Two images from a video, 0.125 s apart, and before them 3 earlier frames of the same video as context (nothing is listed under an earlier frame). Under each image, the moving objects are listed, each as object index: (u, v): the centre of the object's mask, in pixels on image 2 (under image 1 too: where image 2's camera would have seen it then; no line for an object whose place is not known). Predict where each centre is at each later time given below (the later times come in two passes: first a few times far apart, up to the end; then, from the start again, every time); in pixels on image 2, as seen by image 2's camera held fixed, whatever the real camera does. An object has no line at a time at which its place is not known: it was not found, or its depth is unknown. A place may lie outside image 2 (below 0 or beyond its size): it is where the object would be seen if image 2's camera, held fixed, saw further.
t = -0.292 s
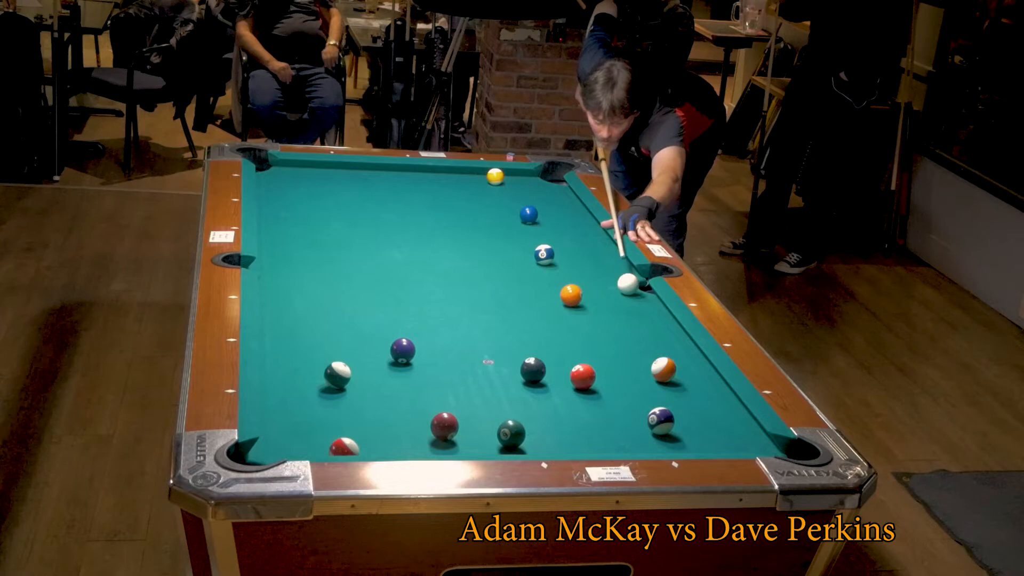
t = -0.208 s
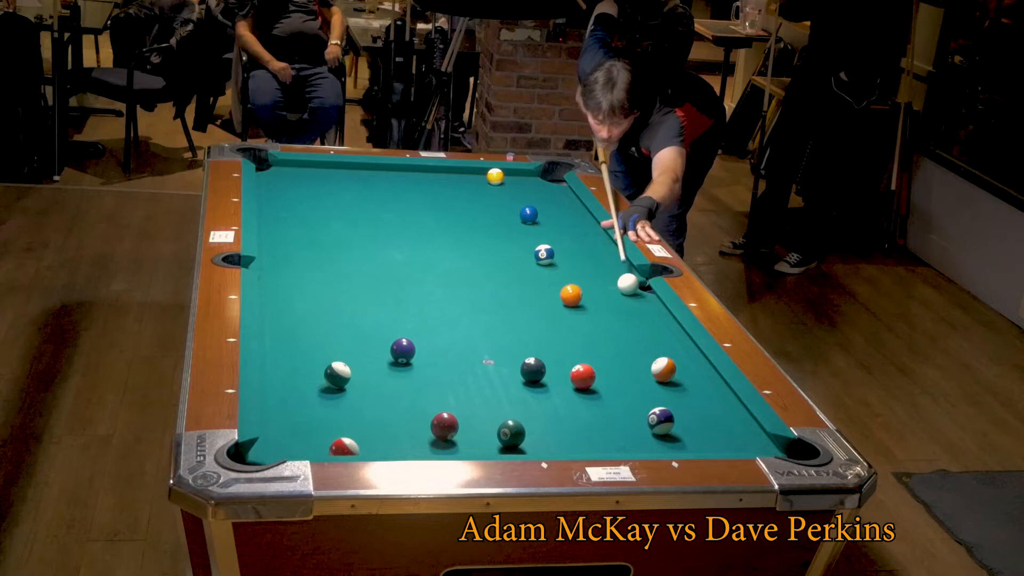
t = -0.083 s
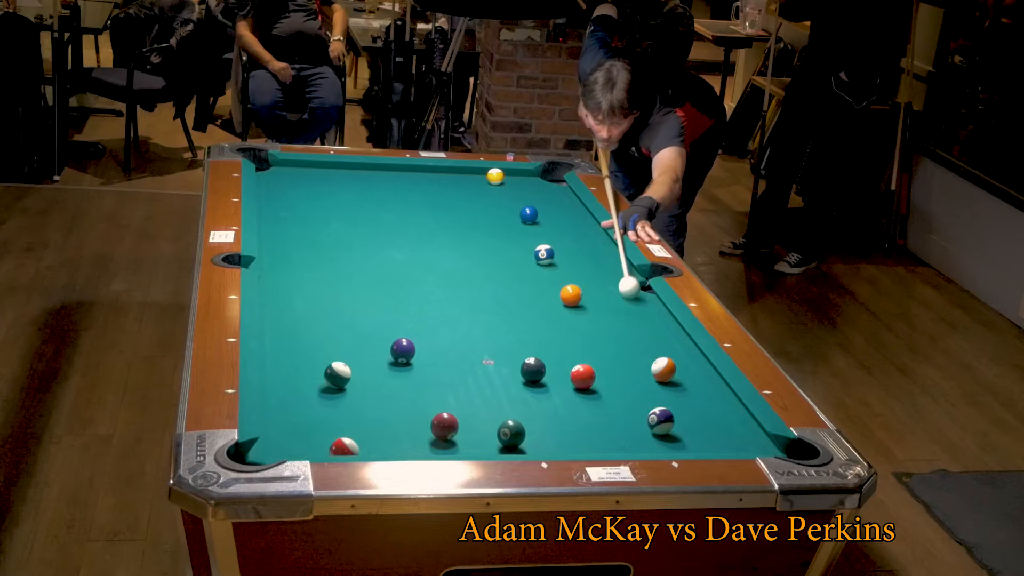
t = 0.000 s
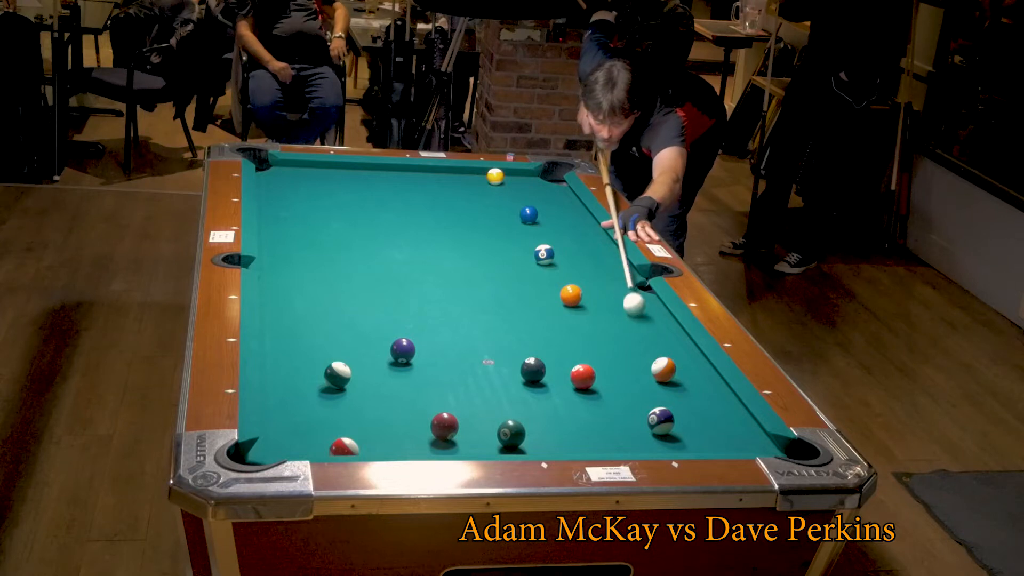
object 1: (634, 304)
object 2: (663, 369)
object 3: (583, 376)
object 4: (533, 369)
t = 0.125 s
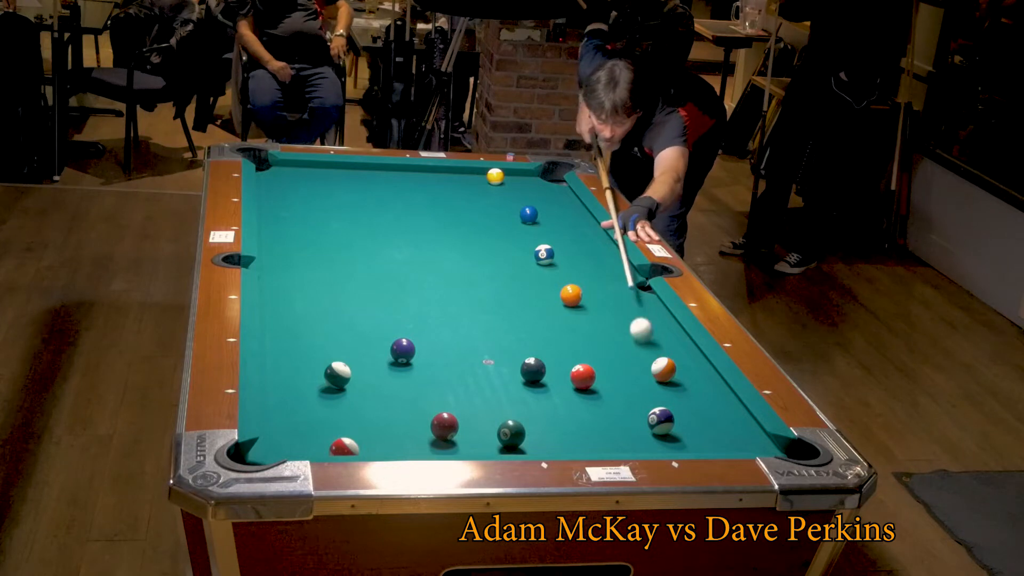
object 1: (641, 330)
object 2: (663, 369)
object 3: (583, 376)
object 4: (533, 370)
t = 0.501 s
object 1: (610, 377)
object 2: (719, 411)
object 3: (583, 376)
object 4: (533, 369)
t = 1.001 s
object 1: (597, 424)
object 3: (549, 380)
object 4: (519, 367)
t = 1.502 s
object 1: (573, 440)
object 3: (536, 385)
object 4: (500, 363)
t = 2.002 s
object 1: (543, 420)
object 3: (528, 388)
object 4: (490, 361)
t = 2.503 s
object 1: (520, 403)
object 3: (528, 385)
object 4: (490, 360)
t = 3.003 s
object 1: (501, 391)
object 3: (527, 388)
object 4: (490, 360)
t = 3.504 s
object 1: (487, 383)
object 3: (527, 388)
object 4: (490, 360)
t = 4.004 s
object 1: (478, 379)
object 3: (527, 388)
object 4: (490, 360)
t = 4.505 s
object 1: (479, 378)
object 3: (527, 388)
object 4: (491, 359)
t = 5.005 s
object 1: (479, 378)
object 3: (527, 388)
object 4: (491, 359)
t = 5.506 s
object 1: (479, 378)
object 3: (527, 388)
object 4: (491, 359)
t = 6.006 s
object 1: (479, 378)
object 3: (527, 388)
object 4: (491, 359)
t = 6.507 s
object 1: (479, 378)
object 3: (527, 388)
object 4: (491, 359)
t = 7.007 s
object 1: (479, 378)
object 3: (527, 388)
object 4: (491, 359)
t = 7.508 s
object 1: (479, 378)
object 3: (527, 388)
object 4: (491, 359)
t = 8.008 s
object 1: (479, 378)
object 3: (527, 388)
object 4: (491, 359)
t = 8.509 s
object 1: (479, 378)
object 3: (527, 388)
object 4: (491, 359)
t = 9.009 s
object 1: (479, 378)
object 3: (527, 388)
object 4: (491, 359)
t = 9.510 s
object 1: (479, 378)
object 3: (527, 388)
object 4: (491, 359)
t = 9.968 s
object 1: (479, 378)
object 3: (527, 388)
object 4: (491, 359)
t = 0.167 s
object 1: (644, 339)
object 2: (663, 369)
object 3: (583, 376)
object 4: (533, 369)
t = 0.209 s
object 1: (646, 349)
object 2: (663, 369)
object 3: (583, 376)
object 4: (533, 370)
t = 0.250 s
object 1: (647, 357)
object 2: (664, 369)
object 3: (583, 376)
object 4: (533, 370)
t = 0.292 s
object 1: (641, 361)
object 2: (673, 377)
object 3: (583, 376)
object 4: (533, 370)
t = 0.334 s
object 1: (634, 363)
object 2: (684, 385)
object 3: (583, 376)
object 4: (533, 370)
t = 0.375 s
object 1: (628, 366)
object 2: (693, 392)
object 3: (583, 376)
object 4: (533, 370)
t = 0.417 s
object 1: (622, 370)
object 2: (702, 399)
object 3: (583, 376)
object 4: (533, 369)
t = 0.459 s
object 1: (616, 373)
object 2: (710, 405)
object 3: (583, 376)
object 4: (533, 369)
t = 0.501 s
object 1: (610, 377)
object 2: (719, 411)
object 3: (583, 376)
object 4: (533, 369)
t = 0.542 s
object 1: (609, 381)
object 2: (727, 418)
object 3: (578, 376)
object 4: (533, 369)
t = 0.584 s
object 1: (608, 385)
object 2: (736, 424)
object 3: (573, 376)
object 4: (533, 369)
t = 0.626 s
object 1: (607, 389)
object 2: (746, 432)
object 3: (568, 376)
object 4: (533, 369)
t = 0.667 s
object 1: (606, 392)
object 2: (755, 438)
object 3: (563, 376)
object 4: (533, 369)
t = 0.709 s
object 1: (605, 396)
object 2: (764, 443)
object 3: (559, 376)
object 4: (533, 370)
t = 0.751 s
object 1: (604, 400)
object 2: (773, 448)
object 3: (557, 376)
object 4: (531, 369)
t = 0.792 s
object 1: (603, 404)
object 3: (555, 377)
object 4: (529, 369)
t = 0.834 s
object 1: (602, 408)
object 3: (554, 378)
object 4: (527, 368)
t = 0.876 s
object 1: (601, 412)
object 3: (553, 378)
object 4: (525, 368)
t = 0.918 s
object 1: (600, 416)
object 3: (551, 379)
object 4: (522, 368)
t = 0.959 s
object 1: (599, 420)
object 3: (550, 379)
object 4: (520, 367)
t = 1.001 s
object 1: (597, 424)
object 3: (549, 380)
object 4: (519, 367)
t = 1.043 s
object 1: (596, 429)
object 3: (548, 380)
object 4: (517, 367)
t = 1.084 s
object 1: (595, 432)
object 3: (547, 381)
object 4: (515, 366)
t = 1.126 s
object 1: (594, 436)
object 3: (546, 382)
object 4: (513, 366)
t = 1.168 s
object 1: (593, 440)
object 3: (544, 382)
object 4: (512, 365)
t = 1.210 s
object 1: (592, 442)
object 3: (543, 383)
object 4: (510, 365)
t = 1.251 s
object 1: (591, 444)
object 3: (542, 383)
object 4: (509, 365)
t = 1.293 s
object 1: (589, 445)
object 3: (541, 383)
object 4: (507, 365)
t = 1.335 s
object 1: (586, 445)
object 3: (540, 384)
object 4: (506, 364)
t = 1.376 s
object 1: (582, 444)
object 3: (539, 384)
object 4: (504, 364)
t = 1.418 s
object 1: (580, 443)
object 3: (538, 384)
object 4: (503, 363)
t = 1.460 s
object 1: (576, 441)
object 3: (537, 385)
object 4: (502, 363)
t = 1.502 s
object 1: (573, 440)
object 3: (536, 385)
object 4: (500, 363)
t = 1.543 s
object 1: (570, 439)
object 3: (535, 385)
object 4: (499, 363)
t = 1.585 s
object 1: (568, 437)
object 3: (534, 385)
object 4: (498, 363)
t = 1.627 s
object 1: (565, 435)
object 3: (533, 386)
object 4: (497, 362)
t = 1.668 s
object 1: (562, 433)
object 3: (532, 386)
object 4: (496, 362)
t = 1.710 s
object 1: (560, 432)
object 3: (532, 386)
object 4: (495, 362)
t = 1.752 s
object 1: (557, 430)
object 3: (531, 386)
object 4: (494, 362)
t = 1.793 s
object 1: (555, 428)
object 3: (530, 387)
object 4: (493, 361)
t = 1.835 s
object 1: (552, 426)
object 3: (530, 387)
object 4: (492, 361)
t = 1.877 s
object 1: (550, 425)
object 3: (529, 387)
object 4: (492, 361)
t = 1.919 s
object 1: (547, 423)
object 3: (529, 387)
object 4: (491, 361)
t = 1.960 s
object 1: (545, 421)
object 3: (528, 388)
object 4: (490, 361)
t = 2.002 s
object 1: (543, 420)
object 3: (528, 388)
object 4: (490, 361)
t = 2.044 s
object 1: (541, 418)
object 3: (528, 388)
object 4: (489, 361)
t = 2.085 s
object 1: (538, 417)
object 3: (527, 388)
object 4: (489, 360)
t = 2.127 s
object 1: (536, 415)
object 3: (527, 388)
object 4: (489, 360)
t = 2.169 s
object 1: (534, 414)
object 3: (527, 388)
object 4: (489, 360)
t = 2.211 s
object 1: (532, 412)
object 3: (527, 388)
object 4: (489, 360)
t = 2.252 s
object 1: (530, 411)
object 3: (526, 387)
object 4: (489, 360)
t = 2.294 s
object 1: (528, 409)
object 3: (527, 387)
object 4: (489, 360)
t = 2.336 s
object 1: (526, 408)
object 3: (527, 386)
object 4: (489, 360)
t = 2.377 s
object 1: (525, 407)
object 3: (527, 386)
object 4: (489, 360)
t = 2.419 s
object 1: (523, 405)
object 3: (527, 385)
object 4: (489, 360)
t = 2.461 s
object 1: (521, 404)
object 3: (528, 385)
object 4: (489, 360)
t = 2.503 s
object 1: (520, 403)
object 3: (528, 385)
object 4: (490, 360)
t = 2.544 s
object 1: (518, 402)
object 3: (529, 385)
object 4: (490, 360)
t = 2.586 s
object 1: (516, 401)
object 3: (529, 386)
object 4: (490, 360)
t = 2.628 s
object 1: (515, 400)
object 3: (529, 386)
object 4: (490, 360)
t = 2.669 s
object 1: (513, 399)
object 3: (529, 387)
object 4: (490, 360)
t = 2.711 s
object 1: (512, 398)
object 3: (529, 387)
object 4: (490, 360)
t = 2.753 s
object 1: (510, 397)
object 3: (529, 387)
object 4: (490, 360)
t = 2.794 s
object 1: (509, 396)
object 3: (529, 387)
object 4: (490, 360)
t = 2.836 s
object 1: (507, 395)
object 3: (528, 388)
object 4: (490, 360)
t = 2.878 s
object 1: (506, 394)
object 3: (528, 388)
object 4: (490, 360)
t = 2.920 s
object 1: (505, 393)
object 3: (528, 388)
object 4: (490, 360)
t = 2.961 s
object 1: (503, 392)
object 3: (527, 388)
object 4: (490, 360)
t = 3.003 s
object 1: (501, 391)
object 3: (527, 388)
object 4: (490, 360)
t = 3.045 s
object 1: (500, 391)
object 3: (527, 388)
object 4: (490, 360)
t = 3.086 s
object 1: (499, 390)
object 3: (527, 388)
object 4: (490, 360)
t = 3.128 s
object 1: (497, 389)
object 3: (527, 388)
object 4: (490, 360)
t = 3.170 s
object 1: (496, 388)
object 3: (527, 388)
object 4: (490, 360)
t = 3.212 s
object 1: (495, 387)
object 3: (527, 388)
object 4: (490, 360)
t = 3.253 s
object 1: (494, 387)
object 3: (527, 388)
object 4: (490, 360)
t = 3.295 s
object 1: (493, 386)
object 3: (527, 388)
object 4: (490, 360)
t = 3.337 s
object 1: (491, 385)
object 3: (527, 388)
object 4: (490, 360)
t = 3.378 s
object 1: (490, 385)
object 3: (527, 388)
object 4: (490, 360)
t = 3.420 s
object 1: (489, 384)
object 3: (527, 388)
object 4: (490, 360)
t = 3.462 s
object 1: (488, 384)
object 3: (527, 388)
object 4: (490, 360)
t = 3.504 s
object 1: (487, 383)
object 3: (527, 388)
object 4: (490, 360)
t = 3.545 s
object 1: (486, 383)
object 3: (527, 388)
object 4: (490, 360)
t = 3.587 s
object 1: (485, 382)
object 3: (527, 388)
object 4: (490, 359)
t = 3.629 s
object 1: (484, 382)
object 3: (527, 388)
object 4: (490, 359)
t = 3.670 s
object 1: (483, 381)
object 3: (527, 388)
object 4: (490, 359)
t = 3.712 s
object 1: (482, 381)
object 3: (527, 388)
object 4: (490, 359)
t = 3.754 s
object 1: (481, 380)
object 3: (527, 388)
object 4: (490, 359)
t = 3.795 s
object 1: (480, 380)
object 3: (527, 388)
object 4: (490, 359)
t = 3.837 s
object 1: (480, 380)
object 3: (527, 388)
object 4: (490, 359)
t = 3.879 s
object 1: (479, 379)
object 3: (527, 388)
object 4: (490, 360)
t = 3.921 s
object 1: (479, 379)
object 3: (527, 388)
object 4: (490, 359)
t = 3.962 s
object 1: (478, 379)
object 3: (527, 388)
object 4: (490, 359)
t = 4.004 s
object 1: (478, 379)
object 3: (527, 388)
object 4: (490, 360)
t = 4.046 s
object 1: (478, 379)
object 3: (527, 388)
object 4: (490, 359)
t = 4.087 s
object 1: (478, 379)
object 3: (527, 388)
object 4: (490, 359)
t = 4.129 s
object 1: (478, 379)
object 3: (527, 388)
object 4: (490, 359)
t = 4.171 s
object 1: (478, 379)
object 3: (527, 388)
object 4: (491, 359)
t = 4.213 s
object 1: (478, 378)
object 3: (527, 388)
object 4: (491, 359)
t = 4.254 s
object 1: (479, 378)
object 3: (527, 388)
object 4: (491, 359)
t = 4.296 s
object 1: (479, 378)
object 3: (527, 388)
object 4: (491, 359)
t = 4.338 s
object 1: (479, 378)
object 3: (527, 388)
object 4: (491, 359)
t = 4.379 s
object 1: (479, 378)
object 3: (527, 388)
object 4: (491, 359)
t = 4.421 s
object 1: (479, 378)
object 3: (527, 388)
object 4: (491, 359)
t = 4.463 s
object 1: (479, 378)
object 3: (527, 388)
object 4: (491, 359)
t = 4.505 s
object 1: (479, 378)
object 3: (527, 388)
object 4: (491, 359)
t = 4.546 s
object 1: (479, 378)
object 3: (527, 388)
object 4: (491, 359)
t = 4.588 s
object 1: (479, 378)
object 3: (527, 388)
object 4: (491, 359)
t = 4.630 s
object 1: (479, 378)
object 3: (527, 388)
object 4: (491, 359)
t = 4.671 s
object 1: (479, 378)
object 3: (527, 388)
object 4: (491, 359)
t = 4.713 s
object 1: (479, 378)
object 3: (527, 388)
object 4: (491, 359)
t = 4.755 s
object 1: (479, 378)
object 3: (527, 388)
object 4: (491, 359)
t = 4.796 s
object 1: (479, 378)
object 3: (527, 388)
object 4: (491, 359)
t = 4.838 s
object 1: (479, 378)
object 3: (527, 388)
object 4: (491, 359)
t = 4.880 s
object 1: (479, 378)
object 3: (527, 388)
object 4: (491, 359)
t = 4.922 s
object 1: (479, 378)
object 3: (527, 388)
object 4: (491, 359)
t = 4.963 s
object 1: (479, 378)
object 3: (527, 388)
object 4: (491, 359)
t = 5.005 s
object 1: (479, 378)
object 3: (527, 388)
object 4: (491, 359)
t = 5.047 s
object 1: (479, 378)
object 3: (527, 388)
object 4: (491, 359)
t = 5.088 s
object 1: (479, 378)
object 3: (527, 388)
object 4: (491, 359)
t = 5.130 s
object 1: (479, 378)
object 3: (527, 388)
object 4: (491, 359)
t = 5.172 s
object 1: (479, 378)
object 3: (527, 388)
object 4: (491, 359)
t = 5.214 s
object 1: (479, 378)
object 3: (527, 388)
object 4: (491, 359)
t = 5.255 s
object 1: (479, 378)
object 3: (527, 388)
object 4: (491, 359)
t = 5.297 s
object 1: (479, 378)
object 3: (527, 388)
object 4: (491, 359)
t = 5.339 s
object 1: (479, 378)
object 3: (527, 388)
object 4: (491, 359)
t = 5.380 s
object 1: (479, 378)
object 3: (527, 388)
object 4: (491, 359)
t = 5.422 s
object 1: (479, 378)
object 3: (527, 388)
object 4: (491, 359)
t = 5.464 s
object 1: (479, 378)
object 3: (527, 388)
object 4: (491, 359)
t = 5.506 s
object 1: (479, 378)
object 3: (527, 388)
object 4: (491, 359)
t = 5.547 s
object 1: (479, 378)
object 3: (527, 388)
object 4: (491, 359)
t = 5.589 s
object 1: (479, 378)
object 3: (527, 388)
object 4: (491, 359)
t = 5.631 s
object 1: (479, 378)
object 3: (527, 388)
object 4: (491, 359)
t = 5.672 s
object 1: (479, 378)
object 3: (527, 388)
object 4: (491, 359)
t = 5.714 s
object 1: (479, 378)
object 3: (527, 388)
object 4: (491, 359)
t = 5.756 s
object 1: (479, 378)
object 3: (527, 388)
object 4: (491, 359)
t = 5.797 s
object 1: (479, 378)
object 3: (527, 388)
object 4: (491, 359)
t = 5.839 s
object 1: (479, 378)
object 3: (527, 388)
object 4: (491, 359)
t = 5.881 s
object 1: (479, 378)
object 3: (527, 388)
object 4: (491, 359)
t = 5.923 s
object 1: (479, 378)
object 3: (527, 388)
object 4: (491, 359)
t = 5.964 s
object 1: (479, 378)
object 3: (527, 388)
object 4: (491, 359)
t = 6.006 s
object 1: (479, 378)
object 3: (527, 388)
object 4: (491, 359)
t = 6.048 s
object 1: (479, 378)
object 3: (527, 388)
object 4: (491, 359)
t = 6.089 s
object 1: (479, 378)
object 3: (527, 388)
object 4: (491, 359)
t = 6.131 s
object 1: (479, 378)
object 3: (527, 388)
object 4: (491, 359)
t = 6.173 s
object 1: (479, 378)
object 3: (527, 388)
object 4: (491, 359)
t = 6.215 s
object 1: (479, 378)
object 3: (527, 388)
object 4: (491, 359)
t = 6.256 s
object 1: (479, 378)
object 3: (527, 388)
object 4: (491, 359)
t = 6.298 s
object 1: (479, 378)
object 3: (527, 388)
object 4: (491, 359)
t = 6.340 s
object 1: (479, 378)
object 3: (527, 388)
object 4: (491, 359)
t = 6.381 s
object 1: (479, 378)
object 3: (527, 388)
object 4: (491, 359)
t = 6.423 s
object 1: (479, 378)
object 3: (527, 388)
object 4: (491, 359)
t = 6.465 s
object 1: (479, 378)
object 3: (527, 388)
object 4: (491, 359)
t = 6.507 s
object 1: (479, 378)
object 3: (527, 388)
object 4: (491, 359)
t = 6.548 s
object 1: (479, 378)
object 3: (527, 388)
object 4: (491, 359)
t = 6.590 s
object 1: (479, 378)
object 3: (527, 388)
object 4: (491, 359)
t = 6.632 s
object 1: (479, 378)
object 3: (527, 388)
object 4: (491, 359)
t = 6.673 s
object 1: (479, 378)
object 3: (527, 388)
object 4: (491, 359)
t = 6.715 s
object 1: (479, 378)
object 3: (527, 388)
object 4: (491, 359)
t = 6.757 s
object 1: (479, 378)
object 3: (527, 388)
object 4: (491, 359)
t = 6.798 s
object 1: (479, 378)
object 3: (527, 388)
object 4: (491, 359)
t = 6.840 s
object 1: (479, 378)
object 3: (527, 388)
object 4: (491, 359)
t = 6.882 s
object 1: (479, 378)
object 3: (527, 388)
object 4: (491, 359)
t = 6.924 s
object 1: (479, 378)
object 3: (527, 388)
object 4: (491, 359)
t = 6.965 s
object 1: (479, 378)
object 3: (527, 388)
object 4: (491, 359)
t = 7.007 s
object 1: (479, 378)
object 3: (527, 388)
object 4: (491, 359)
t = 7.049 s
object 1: (479, 378)
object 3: (527, 388)
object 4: (491, 359)
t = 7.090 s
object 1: (479, 378)
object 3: (527, 388)
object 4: (491, 359)
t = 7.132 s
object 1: (479, 378)
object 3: (527, 388)
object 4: (491, 359)
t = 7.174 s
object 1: (479, 378)
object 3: (527, 388)
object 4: (491, 359)
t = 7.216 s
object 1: (479, 378)
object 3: (527, 388)
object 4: (491, 359)
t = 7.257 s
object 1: (479, 378)
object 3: (527, 388)
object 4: (491, 359)
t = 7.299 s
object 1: (479, 378)
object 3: (527, 388)
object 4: (491, 359)
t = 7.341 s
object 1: (479, 378)
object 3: (527, 388)
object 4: (491, 359)
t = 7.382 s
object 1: (479, 378)
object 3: (527, 388)
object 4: (491, 359)
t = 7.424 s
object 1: (479, 378)
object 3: (527, 388)
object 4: (491, 359)
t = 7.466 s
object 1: (479, 378)
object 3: (527, 388)
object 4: (491, 359)
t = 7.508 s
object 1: (479, 378)
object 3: (527, 388)
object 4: (491, 359)
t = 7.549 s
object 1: (479, 378)
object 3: (527, 388)
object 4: (491, 359)
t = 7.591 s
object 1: (479, 378)
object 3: (527, 388)
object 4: (491, 359)
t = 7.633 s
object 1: (479, 378)
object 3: (527, 388)
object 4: (491, 359)
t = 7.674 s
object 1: (479, 378)
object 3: (527, 388)
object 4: (491, 359)
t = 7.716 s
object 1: (479, 378)
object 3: (527, 388)
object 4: (491, 359)
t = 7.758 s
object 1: (479, 378)
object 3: (527, 388)
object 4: (491, 359)
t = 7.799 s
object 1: (479, 378)
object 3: (527, 388)
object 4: (491, 359)
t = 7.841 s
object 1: (479, 378)
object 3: (527, 388)
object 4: (491, 359)
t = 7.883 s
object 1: (479, 378)
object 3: (527, 388)
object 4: (491, 359)
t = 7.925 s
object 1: (479, 378)
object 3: (527, 388)
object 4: (491, 359)
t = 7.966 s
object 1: (479, 378)
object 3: (527, 388)
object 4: (491, 359)
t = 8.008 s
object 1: (479, 378)
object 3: (527, 388)
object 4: (491, 359)
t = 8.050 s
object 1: (479, 378)
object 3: (527, 388)
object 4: (491, 359)
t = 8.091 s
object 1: (479, 378)
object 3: (527, 388)
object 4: (491, 359)
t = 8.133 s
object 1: (479, 378)
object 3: (527, 388)
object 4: (491, 359)
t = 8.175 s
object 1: (479, 378)
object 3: (527, 388)
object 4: (491, 359)
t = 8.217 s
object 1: (479, 378)
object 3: (527, 388)
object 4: (491, 359)
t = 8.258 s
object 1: (479, 378)
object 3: (527, 388)
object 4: (491, 359)
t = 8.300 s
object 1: (479, 378)
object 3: (527, 388)
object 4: (491, 359)
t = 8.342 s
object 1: (479, 378)
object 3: (527, 388)
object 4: (491, 359)
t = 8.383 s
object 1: (479, 378)
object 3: (527, 388)
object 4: (491, 359)
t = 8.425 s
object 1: (479, 378)
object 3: (527, 388)
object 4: (491, 359)
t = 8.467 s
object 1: (479, 378)
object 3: (527, 388)
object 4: (491, 359)
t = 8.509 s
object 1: (479, 378)
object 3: (527, 388)
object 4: (491, 359)
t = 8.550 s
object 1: (479, 378)
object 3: (527, 388)
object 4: (491, 359)
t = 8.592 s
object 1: (479, 378)
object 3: (527, 388)
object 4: (491, 359)
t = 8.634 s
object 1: (479, 378)
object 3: (527, 388)
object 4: (491, 359)
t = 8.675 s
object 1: (479, 378)
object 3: (527, 388)
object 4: (491, 359)
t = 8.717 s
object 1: (479, 378)
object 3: (527, 388)
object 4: (491, 359)
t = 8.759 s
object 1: (479, 378)
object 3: (527, 388)
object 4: (491, 359)
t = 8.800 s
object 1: (479, 378)
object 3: (527, 388)
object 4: (491, 359)
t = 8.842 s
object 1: (479, 378)
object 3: (527, 388)
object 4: (491, 359)
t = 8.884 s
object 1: (479, 378)
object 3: (527, 388)
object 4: (491, 359)
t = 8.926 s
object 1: (479, 378)
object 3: (527, 388)
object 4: (491, 359)
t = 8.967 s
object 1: (479, 378)
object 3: (527, 388)
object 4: (491, 359)
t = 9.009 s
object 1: (479, 378)
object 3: (527, 388)
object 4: (491, 359)
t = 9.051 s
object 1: (479, 378)
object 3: (527, 388)
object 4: (491, 359)
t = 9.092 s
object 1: (479, 378)
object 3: (527, 388)
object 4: (491, 359)
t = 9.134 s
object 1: (479, 378)
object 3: (527, 388)
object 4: (491, 359)
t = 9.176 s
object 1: (479, 378)
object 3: (527, 388)
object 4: (491, 359)
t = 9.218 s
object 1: (479, 378)
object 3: (527, 388)
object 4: (491, 359)
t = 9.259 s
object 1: (479, 378)
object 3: (527, 388)
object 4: (491, 359)
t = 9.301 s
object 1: (479, 378)
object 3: (527, 388)
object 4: (491, 359)
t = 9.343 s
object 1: (479, 378)
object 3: (527, 388)
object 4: (491, 359)
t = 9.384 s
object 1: (479, 378)
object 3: (527, 388)
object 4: (491, 359)
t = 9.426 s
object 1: (479, 378)
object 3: (527, 388)
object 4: (491, 359)
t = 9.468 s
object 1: (479, 378)
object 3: (527, 388)
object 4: (491, 359)
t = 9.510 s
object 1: (479, 378)
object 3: (527, 388)
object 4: (491, 359)
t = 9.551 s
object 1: (479, 378)
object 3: (527, 388)
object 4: (491, 359)
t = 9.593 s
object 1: (479, 378)
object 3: (527, 388)
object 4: (491, 359)
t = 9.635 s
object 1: (479, 378)
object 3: (527, 388)
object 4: (491, 359)
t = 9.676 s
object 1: (479, 378)
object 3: (527, 388)
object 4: (491, 359)
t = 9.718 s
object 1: (479, 378)
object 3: (527, 388)
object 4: (491, 359)
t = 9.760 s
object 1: (479, 378)
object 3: (527, 388)
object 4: (491, 359)
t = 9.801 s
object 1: (479, 378)
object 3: (527, 388)
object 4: (491, 359)
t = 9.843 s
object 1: (479, 378)
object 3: (527, 388)
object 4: (491, 359)
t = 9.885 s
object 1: (479, 378)
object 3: (527, 388)
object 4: (491, 359)
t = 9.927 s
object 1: (479, 378)
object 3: (527, 388)
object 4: (491, 359)
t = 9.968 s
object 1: (479, 378)
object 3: (527, 388)
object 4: (491, 359)
